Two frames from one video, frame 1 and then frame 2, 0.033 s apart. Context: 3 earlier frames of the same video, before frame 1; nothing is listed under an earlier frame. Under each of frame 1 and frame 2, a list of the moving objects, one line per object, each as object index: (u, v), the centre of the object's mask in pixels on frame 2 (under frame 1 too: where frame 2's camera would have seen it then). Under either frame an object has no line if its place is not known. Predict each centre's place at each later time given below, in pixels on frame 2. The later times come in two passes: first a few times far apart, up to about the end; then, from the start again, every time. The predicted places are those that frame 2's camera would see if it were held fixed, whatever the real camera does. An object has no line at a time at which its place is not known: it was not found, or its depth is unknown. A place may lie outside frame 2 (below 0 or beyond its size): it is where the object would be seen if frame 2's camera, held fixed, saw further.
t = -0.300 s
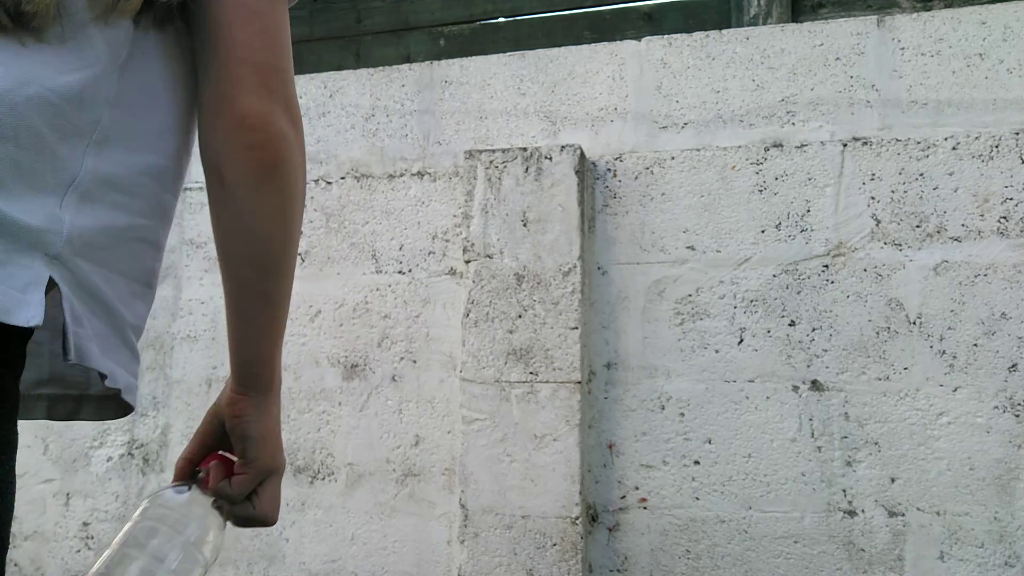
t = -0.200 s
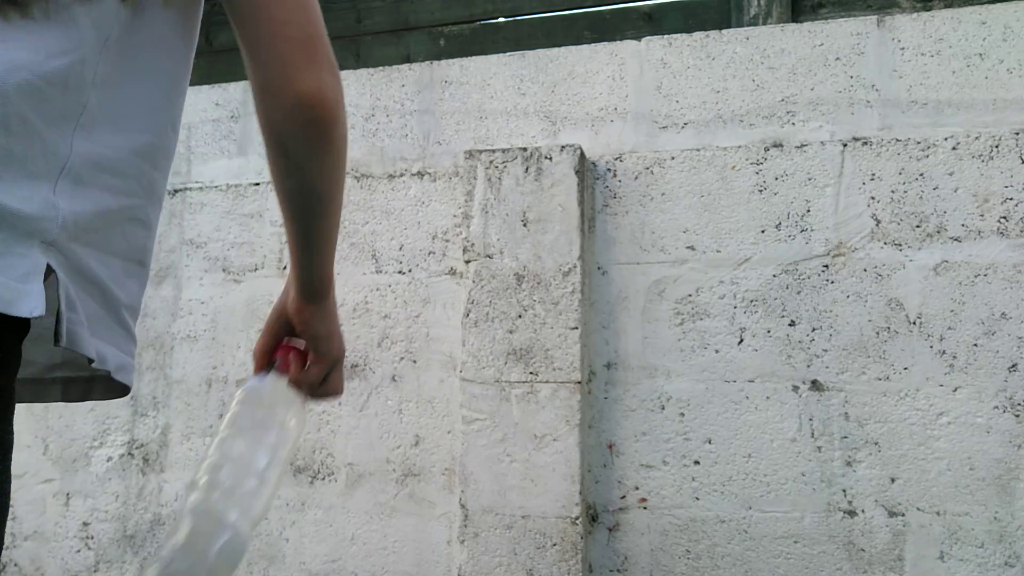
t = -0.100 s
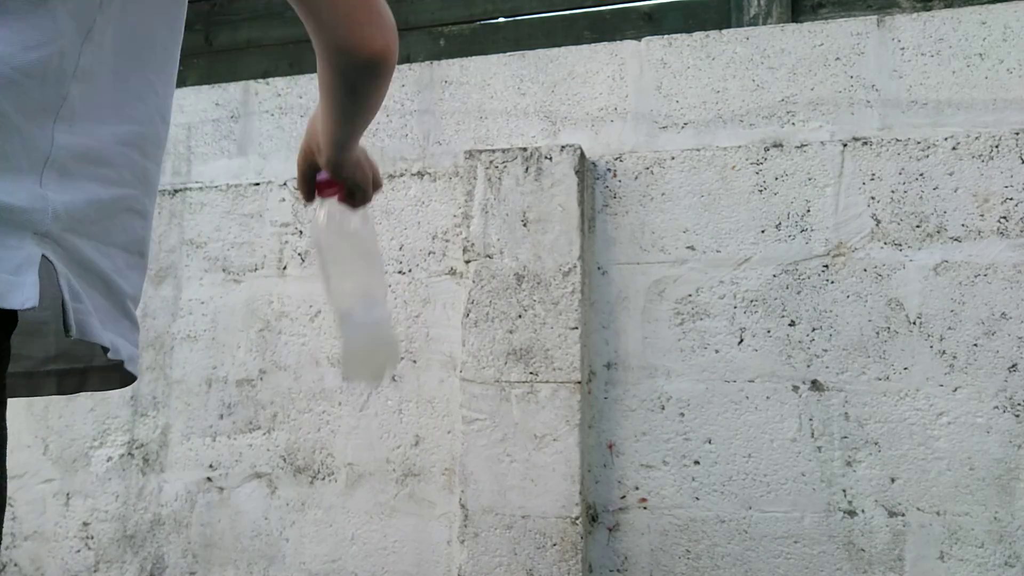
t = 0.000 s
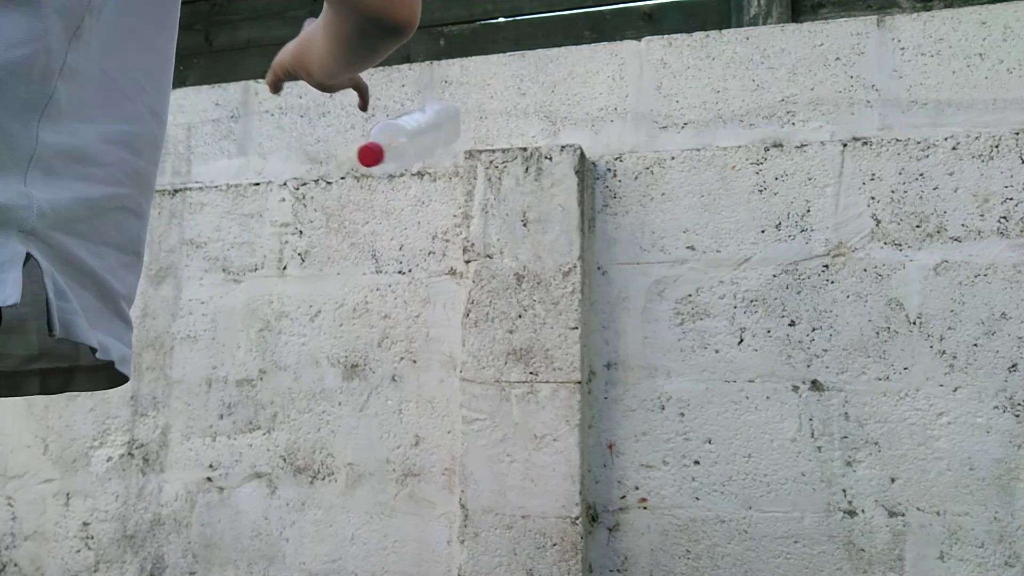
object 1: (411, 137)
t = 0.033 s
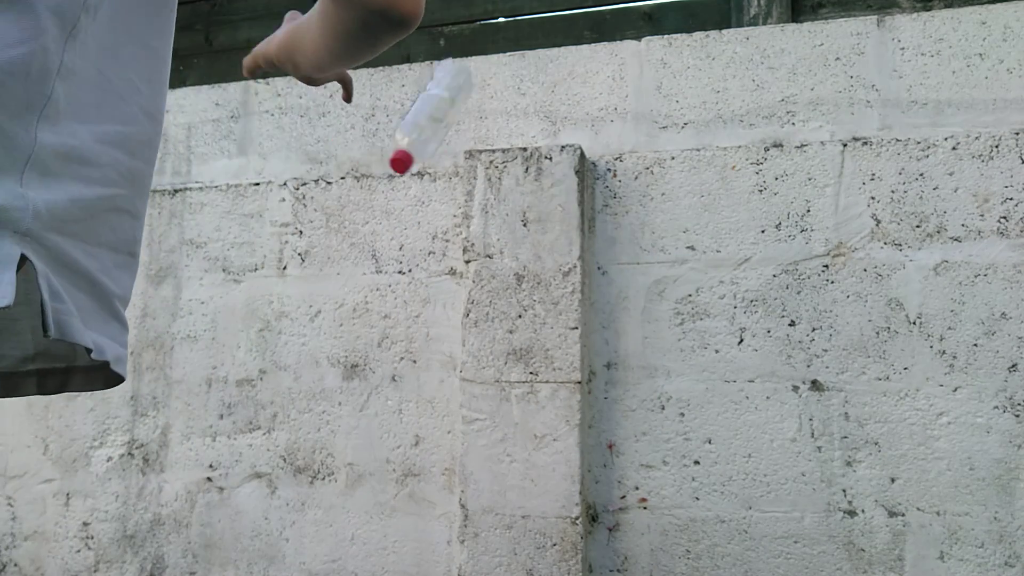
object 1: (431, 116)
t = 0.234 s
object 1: (502, 70)
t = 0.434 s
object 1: (497, 98)
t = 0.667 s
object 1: (459, 134)
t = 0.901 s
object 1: (408, 272)
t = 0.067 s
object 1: (450, 100)
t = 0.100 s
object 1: (467, 84)
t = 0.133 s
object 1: (479, 74)
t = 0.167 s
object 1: (490, 69)
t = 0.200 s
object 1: (498, 69)
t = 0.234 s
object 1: (502, 70)
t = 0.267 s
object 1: (501, 68)
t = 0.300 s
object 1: (500, 66)
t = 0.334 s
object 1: (501, 75)
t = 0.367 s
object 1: (502, 90)
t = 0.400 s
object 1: (501, 97)
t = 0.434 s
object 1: (497, 98)
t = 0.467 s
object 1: (493, 99)
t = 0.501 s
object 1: (486, 101)
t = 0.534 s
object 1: (478, 108)
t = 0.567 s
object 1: (468, 122)
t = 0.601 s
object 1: (464, 134)
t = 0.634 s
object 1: (462, 131)
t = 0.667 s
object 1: (459, 134)
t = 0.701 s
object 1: (455, 139)
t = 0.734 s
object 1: (447, 147)
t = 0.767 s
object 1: (440, 160)
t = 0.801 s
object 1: (433, 179)
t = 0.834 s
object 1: (425, 204)
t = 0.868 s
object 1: (417, 235)
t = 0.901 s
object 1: (408, 272)
